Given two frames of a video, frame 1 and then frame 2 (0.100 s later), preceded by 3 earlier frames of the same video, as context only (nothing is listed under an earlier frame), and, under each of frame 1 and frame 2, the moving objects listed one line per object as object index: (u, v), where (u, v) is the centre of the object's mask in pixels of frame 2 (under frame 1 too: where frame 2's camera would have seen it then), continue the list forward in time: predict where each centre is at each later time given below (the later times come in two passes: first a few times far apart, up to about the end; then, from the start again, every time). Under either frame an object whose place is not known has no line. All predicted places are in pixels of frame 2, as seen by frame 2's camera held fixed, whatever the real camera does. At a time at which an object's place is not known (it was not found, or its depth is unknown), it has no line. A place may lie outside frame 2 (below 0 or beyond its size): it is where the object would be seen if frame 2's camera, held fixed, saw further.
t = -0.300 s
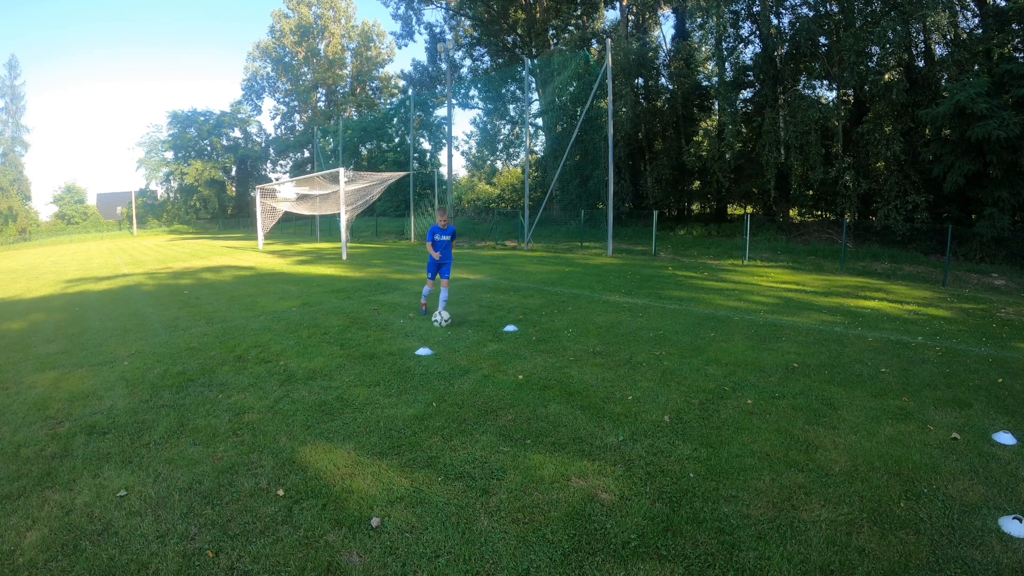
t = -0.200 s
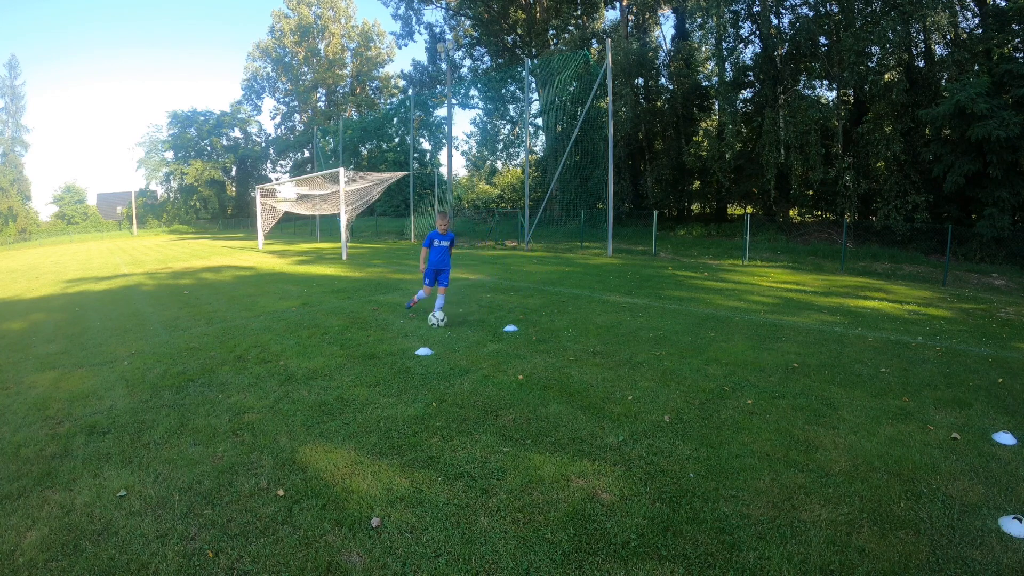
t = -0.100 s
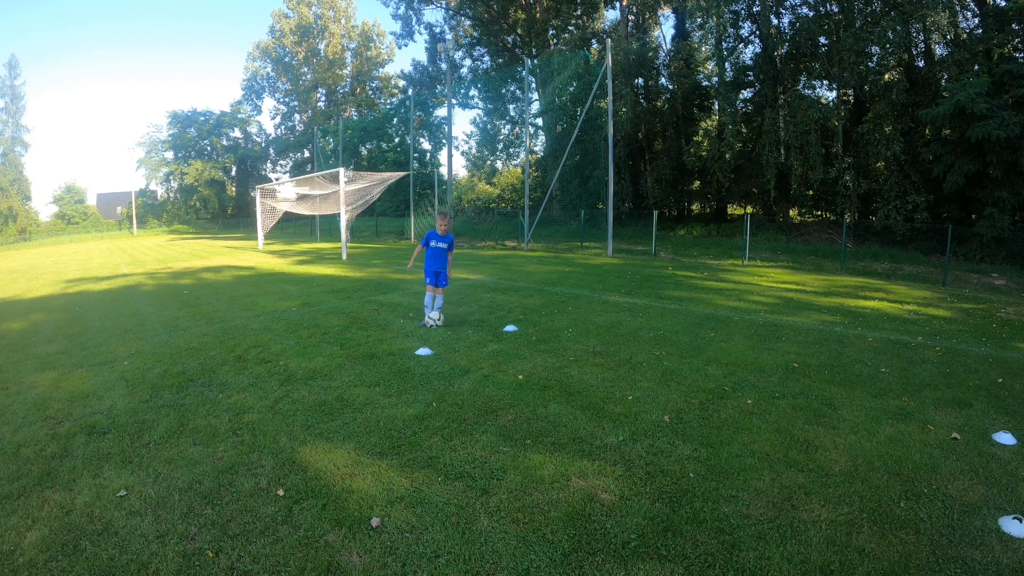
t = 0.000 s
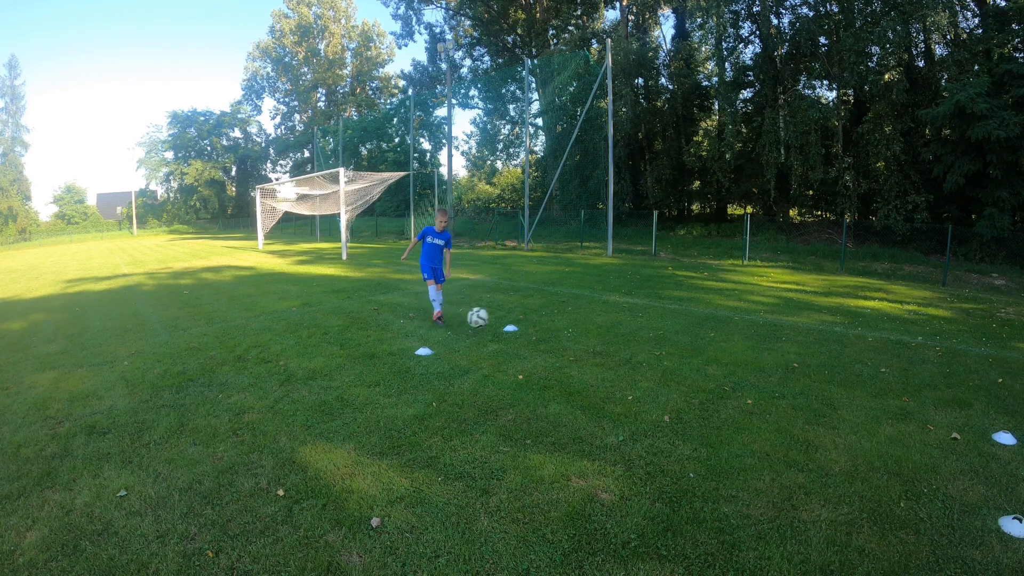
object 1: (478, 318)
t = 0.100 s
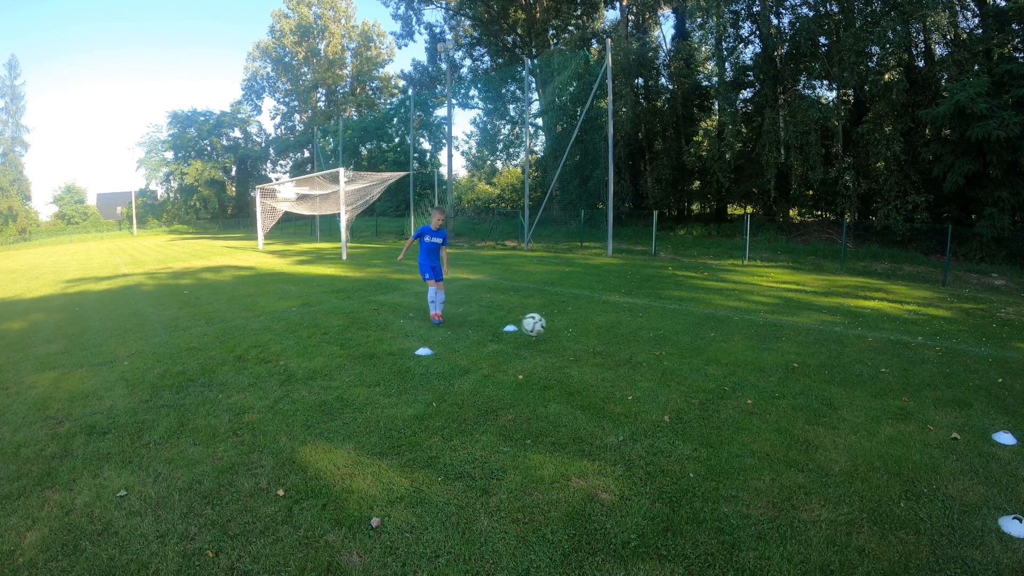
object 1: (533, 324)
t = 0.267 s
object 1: (647, 365)
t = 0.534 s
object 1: (783, 379)
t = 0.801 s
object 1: (921, 410)
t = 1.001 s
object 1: (1013, 430)
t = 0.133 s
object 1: (554, 329)
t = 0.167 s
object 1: (576, 336)
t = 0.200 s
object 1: (599, 344)
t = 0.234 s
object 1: (622, 354)
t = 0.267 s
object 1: (647, 365)
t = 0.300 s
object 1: (666, 369)
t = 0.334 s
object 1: (682, 366)
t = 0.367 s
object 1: (699, 365)
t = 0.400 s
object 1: (715, 365)
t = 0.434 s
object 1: (732, 366)
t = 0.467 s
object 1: (749, 370)
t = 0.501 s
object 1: (766, 373)
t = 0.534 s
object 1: (783, 379)
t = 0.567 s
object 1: (800, 387)
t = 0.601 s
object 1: (817, 396)
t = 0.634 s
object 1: (833, 404)
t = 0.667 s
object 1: (851, 403)
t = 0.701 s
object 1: (869, 402)
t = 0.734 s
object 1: (887, 403)
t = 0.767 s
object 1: (904, 406)
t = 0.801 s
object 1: (921, 410)
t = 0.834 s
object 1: (937, 416)
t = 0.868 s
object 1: (953, 422)
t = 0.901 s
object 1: (969, 427)
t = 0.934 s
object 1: (985, 428)
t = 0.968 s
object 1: (1001, 429)
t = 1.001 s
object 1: (1013, 430)
